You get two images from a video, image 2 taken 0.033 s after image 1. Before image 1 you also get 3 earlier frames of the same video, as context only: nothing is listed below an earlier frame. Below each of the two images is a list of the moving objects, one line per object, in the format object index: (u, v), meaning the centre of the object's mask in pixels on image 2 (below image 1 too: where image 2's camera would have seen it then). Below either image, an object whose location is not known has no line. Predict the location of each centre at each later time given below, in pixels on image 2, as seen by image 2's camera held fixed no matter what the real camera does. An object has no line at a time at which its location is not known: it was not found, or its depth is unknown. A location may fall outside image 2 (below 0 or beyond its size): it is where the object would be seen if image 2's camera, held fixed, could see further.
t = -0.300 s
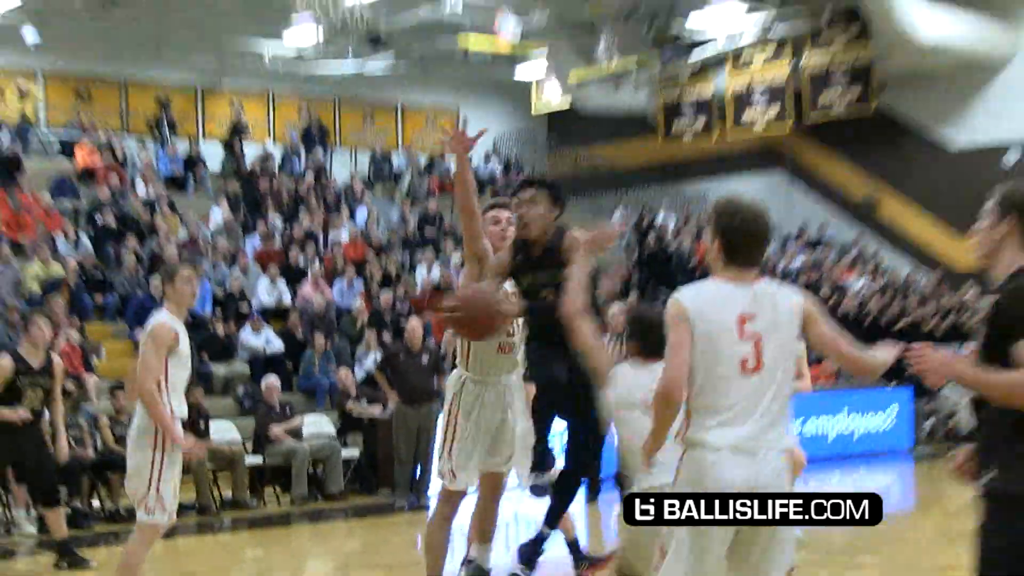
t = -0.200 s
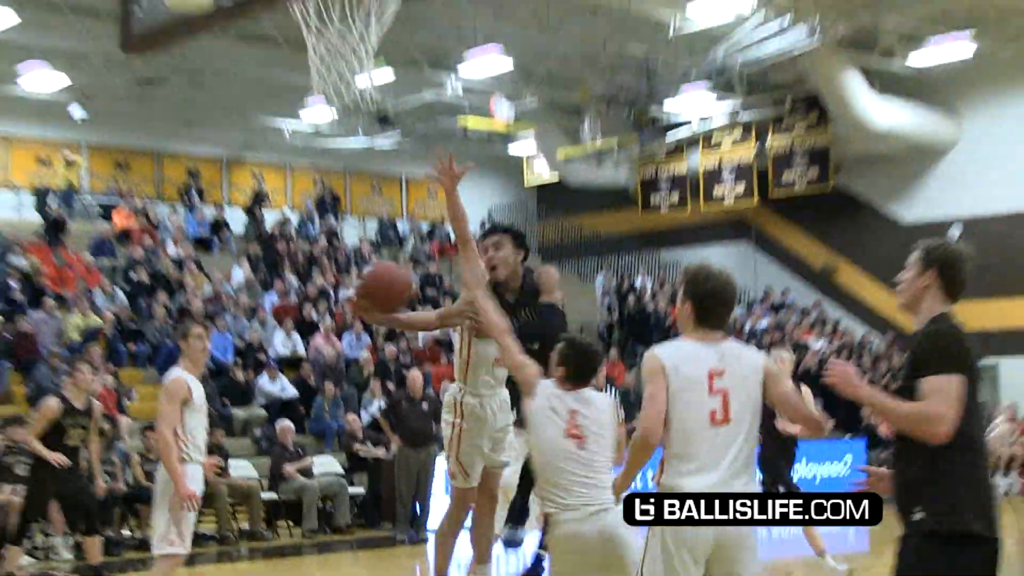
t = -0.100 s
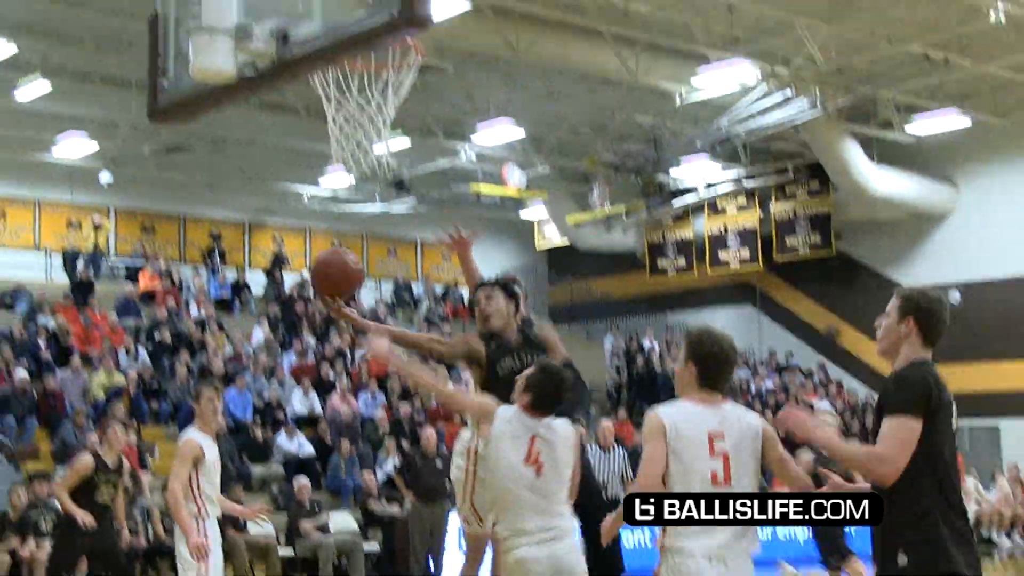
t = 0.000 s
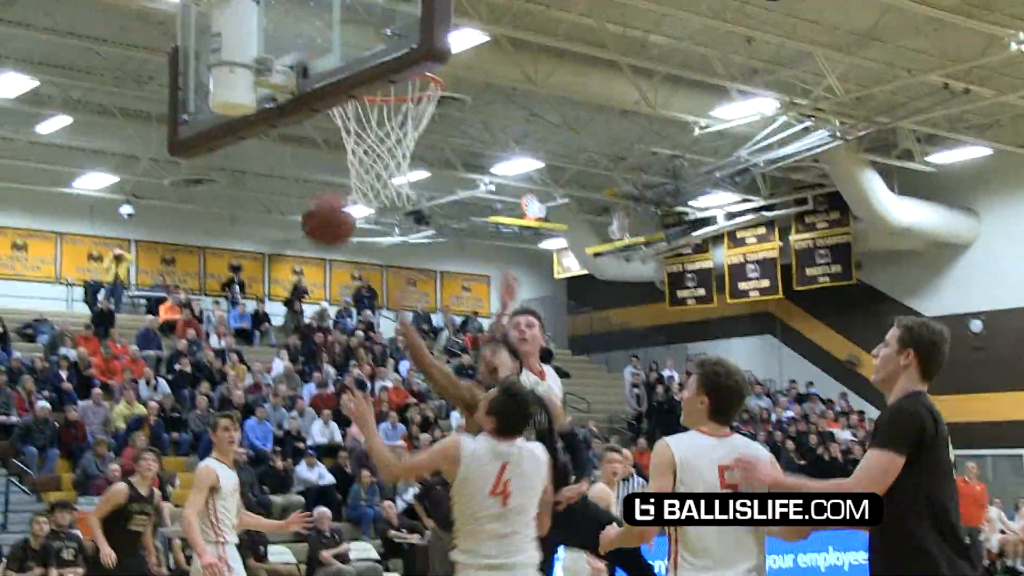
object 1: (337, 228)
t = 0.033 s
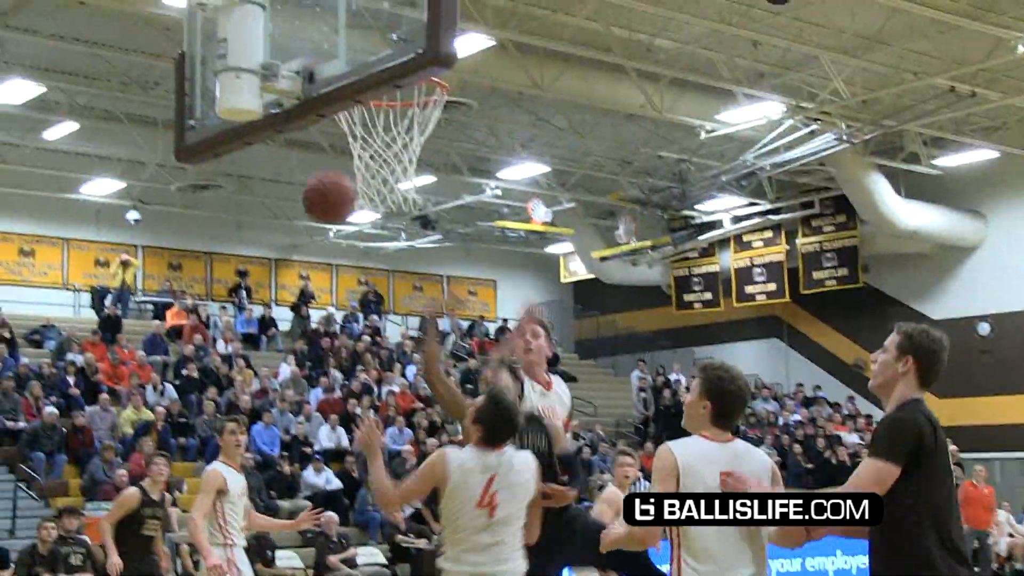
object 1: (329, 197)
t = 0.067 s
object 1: (323, 173)
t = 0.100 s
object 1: (315, 150)
